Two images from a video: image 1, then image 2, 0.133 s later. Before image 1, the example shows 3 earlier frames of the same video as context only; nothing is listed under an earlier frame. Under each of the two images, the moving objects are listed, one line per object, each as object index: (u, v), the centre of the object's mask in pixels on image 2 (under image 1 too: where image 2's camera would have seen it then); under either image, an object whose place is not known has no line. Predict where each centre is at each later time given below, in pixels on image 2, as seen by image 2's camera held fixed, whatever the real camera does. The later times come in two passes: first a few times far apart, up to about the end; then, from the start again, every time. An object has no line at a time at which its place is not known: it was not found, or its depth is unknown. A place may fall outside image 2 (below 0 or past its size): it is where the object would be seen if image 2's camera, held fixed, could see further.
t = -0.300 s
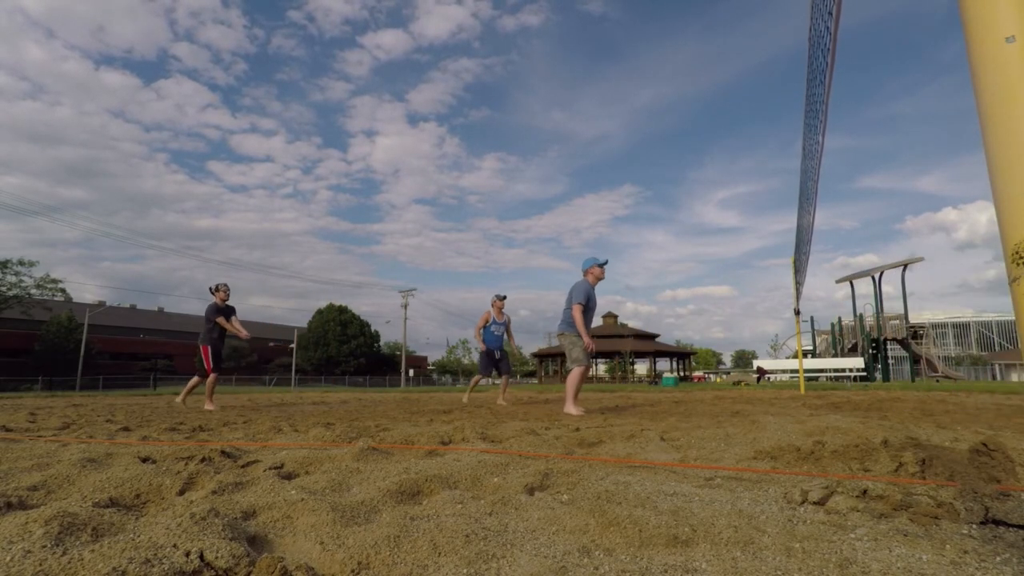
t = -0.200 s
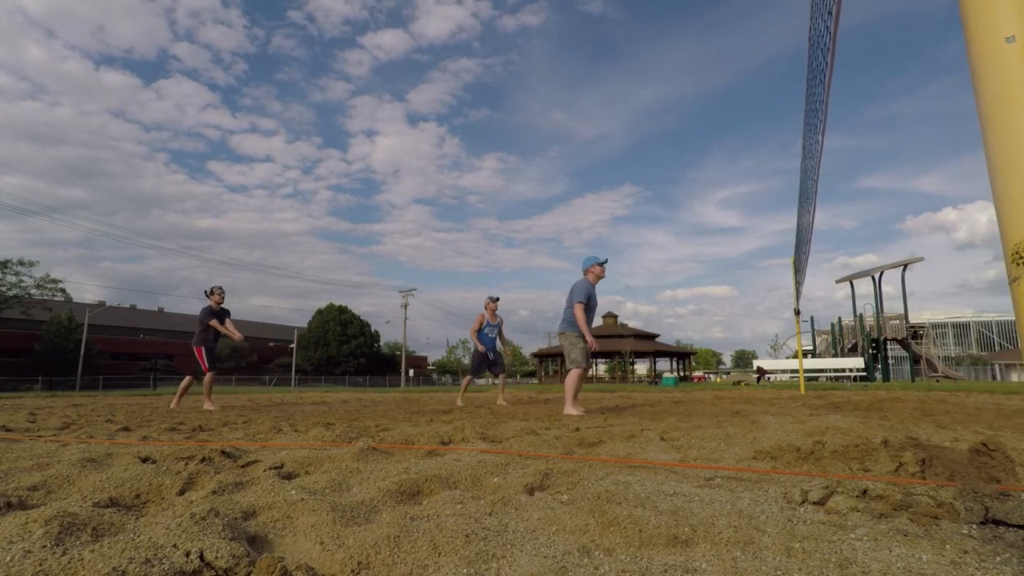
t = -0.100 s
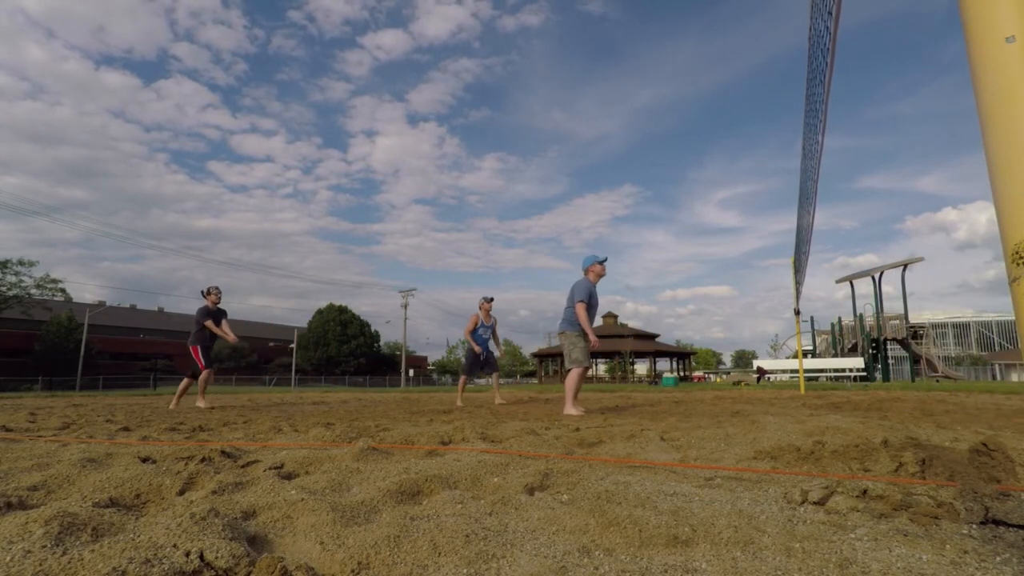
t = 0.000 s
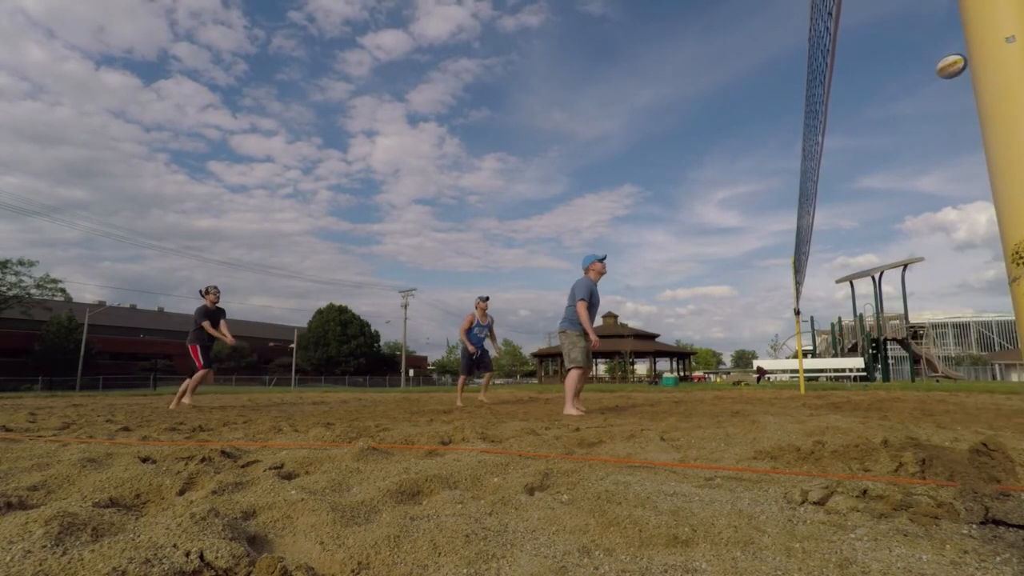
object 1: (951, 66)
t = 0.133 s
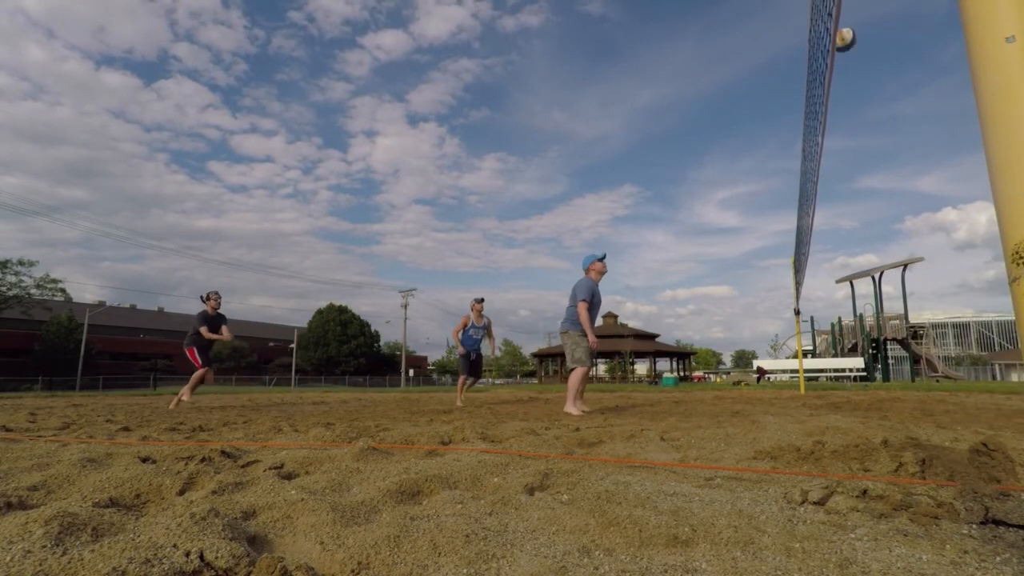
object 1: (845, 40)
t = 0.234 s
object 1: (772, 34)
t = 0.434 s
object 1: (648, 50)
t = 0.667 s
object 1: (525, 109)
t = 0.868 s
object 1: (434, 191)
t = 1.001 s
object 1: (380, 261)
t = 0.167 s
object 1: (818, 37)
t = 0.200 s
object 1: (795, 35)
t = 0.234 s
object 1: (772, 34)
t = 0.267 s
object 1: (750, 34)
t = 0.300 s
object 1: (728, 35)
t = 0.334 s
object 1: (707, 38)
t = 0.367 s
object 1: (687, 41)
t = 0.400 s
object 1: (667, 45)
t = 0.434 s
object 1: (648, 50)
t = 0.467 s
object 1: (630, 55)
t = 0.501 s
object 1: (611, 62)
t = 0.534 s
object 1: (593, 70)
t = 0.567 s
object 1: (576, 78)
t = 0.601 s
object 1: (559, 88)
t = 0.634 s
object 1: (542, 98)
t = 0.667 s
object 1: (525, 109)
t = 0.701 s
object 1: (509, 120)
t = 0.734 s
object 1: (494, 133)
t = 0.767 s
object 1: (478, 146)
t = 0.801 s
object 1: (464, 160)
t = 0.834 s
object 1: (449, 175)
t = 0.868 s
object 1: (434, 191)
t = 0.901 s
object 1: (420, 207)
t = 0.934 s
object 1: (406, 224)
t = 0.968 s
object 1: (393, 242)
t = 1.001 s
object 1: (380, 261)
